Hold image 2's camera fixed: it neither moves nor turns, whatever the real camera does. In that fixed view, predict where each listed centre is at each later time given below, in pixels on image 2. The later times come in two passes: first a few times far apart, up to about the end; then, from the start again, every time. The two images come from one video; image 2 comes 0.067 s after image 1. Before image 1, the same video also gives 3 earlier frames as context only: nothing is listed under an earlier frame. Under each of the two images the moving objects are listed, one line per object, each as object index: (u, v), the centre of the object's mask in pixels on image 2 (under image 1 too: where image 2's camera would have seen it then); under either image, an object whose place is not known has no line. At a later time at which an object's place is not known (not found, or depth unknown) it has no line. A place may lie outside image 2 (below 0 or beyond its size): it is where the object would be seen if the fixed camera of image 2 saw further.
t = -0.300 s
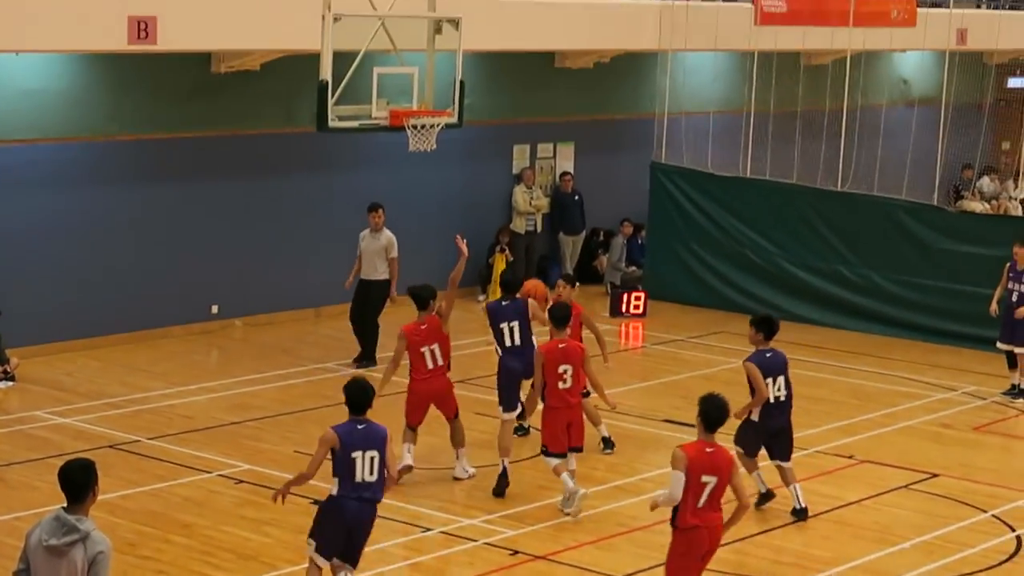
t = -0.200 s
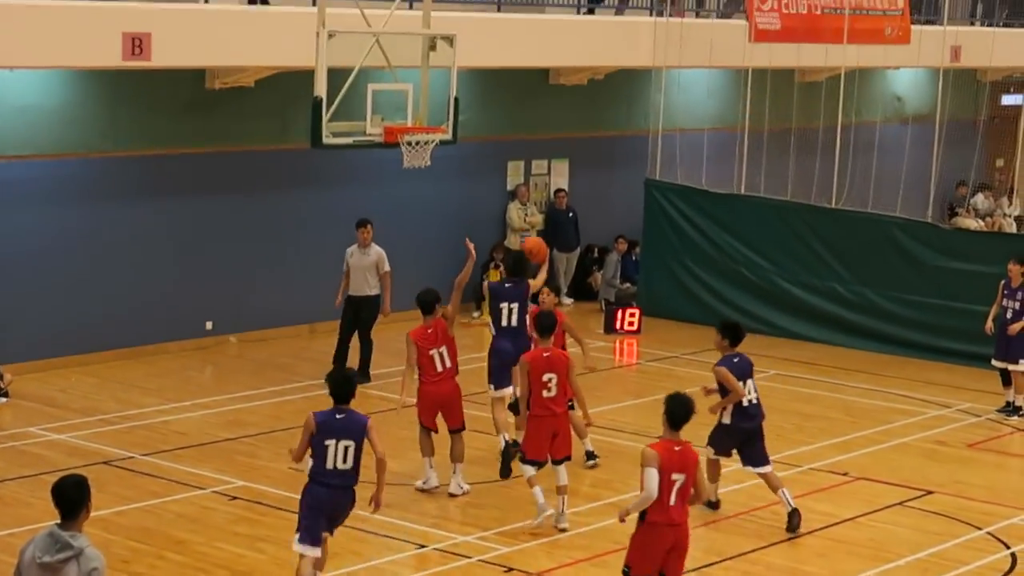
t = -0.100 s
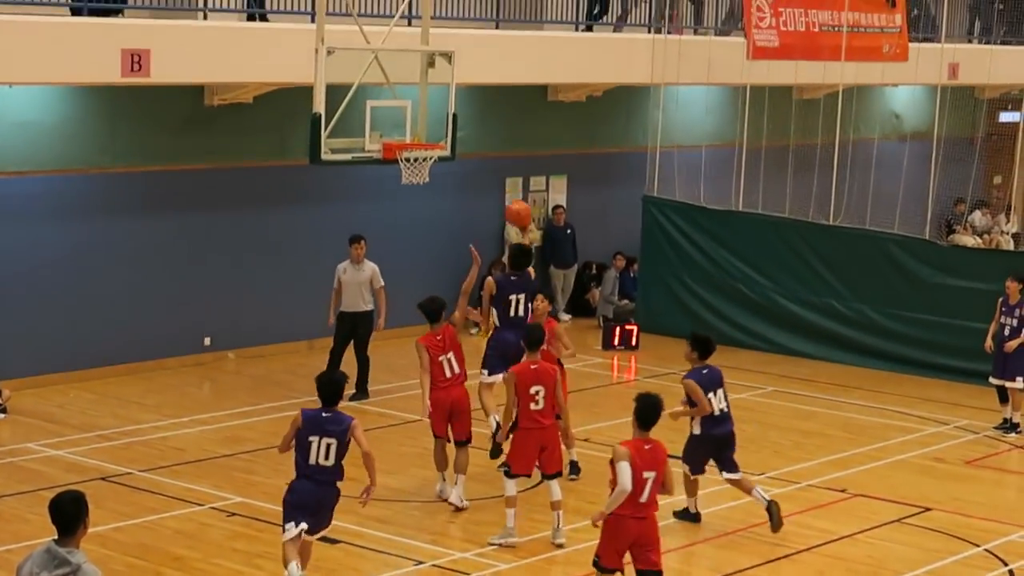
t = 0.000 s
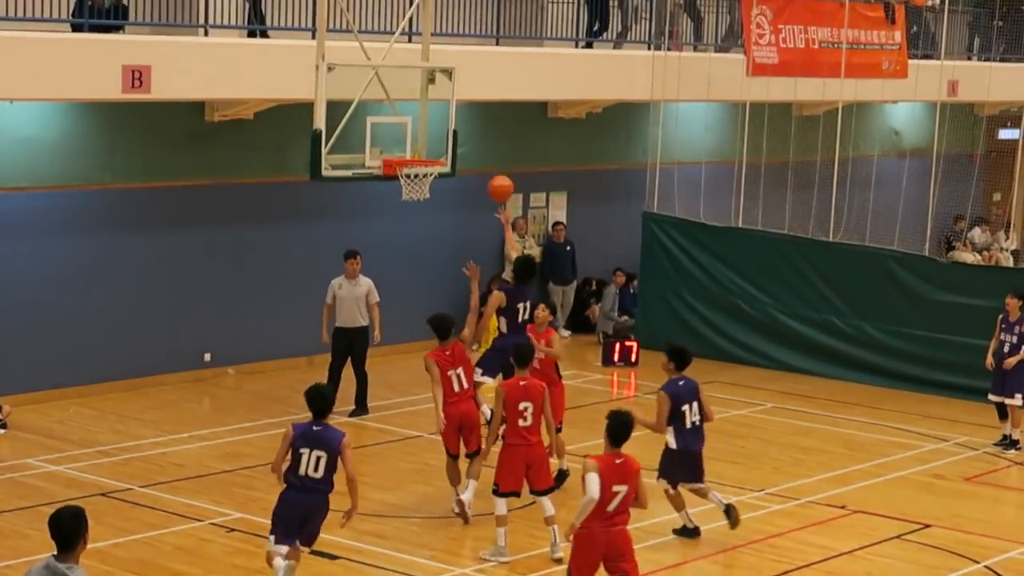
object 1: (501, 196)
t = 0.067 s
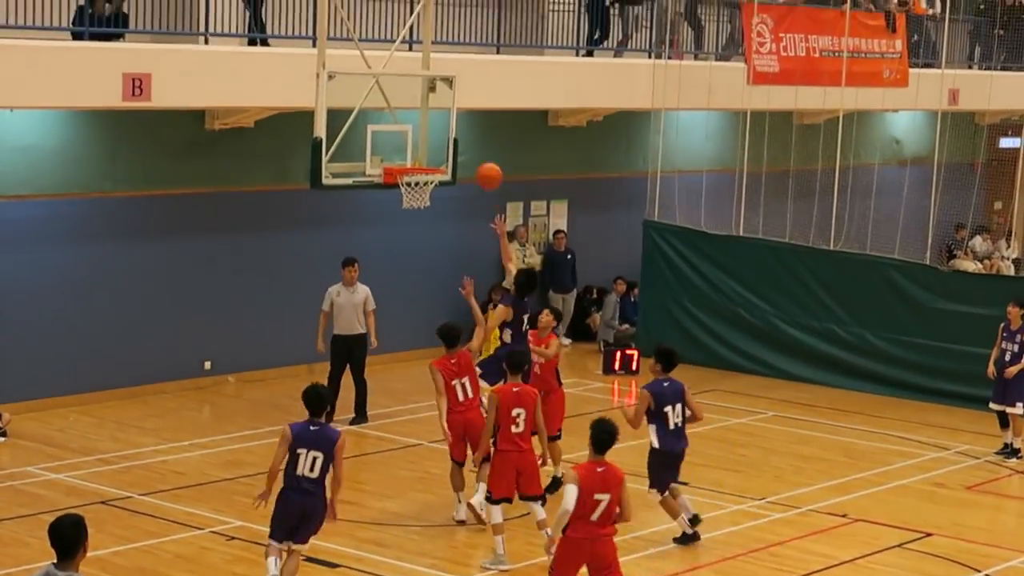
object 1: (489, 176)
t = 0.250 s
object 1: (456, 143)
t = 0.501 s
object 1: (412, 155)
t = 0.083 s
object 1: (486, 171)
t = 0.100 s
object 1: (483, 166)
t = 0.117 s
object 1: (480, 163)
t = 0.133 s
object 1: (478, 159)
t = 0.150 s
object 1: (474, 156)
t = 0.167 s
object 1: (471, 153)
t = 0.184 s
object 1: (469, 150)
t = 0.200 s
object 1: (465, 147)
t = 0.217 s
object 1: (462, 146)
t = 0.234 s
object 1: (459, 144)
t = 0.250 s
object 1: (456, 143)
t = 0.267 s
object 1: (453, 142)
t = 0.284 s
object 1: (450, 141)
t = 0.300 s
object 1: (447, 141)
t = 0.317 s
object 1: (444, 140)
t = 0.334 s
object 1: (441, 140)
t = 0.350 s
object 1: (438, 141)
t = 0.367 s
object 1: (435, 141)
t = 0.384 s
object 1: (433, 142)
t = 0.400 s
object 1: (429, 143)
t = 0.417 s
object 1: (426, 145)
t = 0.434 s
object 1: (423, 147)
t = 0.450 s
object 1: (420, 149)
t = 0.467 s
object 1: (417, 151)
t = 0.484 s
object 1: (414, 154)
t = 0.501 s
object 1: (412, 155)
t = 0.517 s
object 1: (410, 155)
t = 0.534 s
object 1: (411, 154)
